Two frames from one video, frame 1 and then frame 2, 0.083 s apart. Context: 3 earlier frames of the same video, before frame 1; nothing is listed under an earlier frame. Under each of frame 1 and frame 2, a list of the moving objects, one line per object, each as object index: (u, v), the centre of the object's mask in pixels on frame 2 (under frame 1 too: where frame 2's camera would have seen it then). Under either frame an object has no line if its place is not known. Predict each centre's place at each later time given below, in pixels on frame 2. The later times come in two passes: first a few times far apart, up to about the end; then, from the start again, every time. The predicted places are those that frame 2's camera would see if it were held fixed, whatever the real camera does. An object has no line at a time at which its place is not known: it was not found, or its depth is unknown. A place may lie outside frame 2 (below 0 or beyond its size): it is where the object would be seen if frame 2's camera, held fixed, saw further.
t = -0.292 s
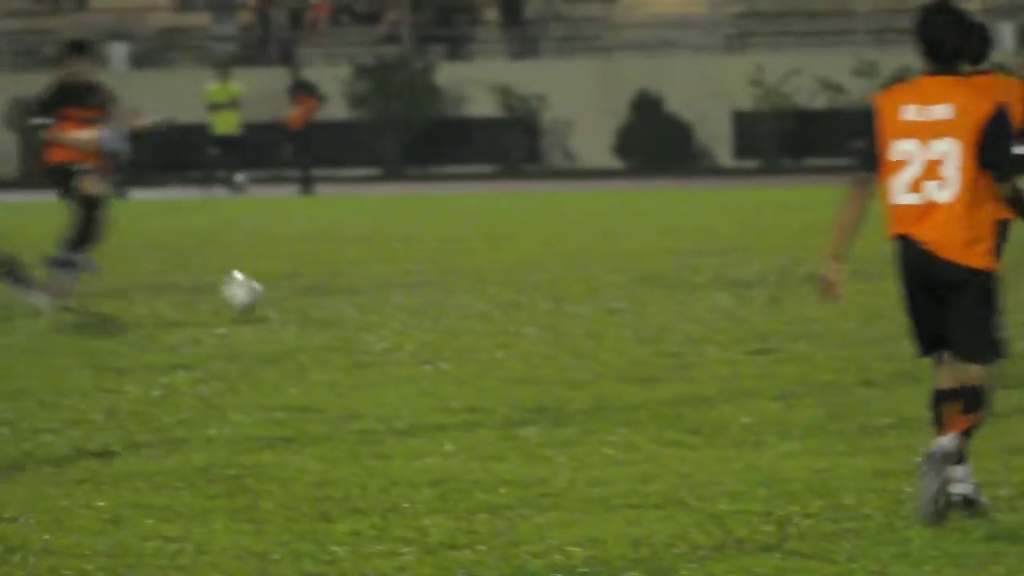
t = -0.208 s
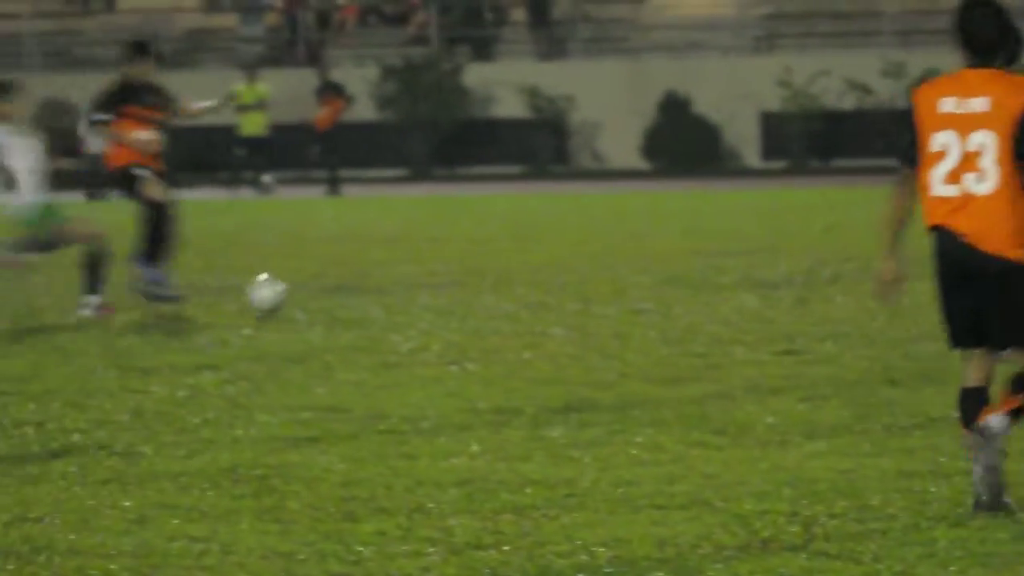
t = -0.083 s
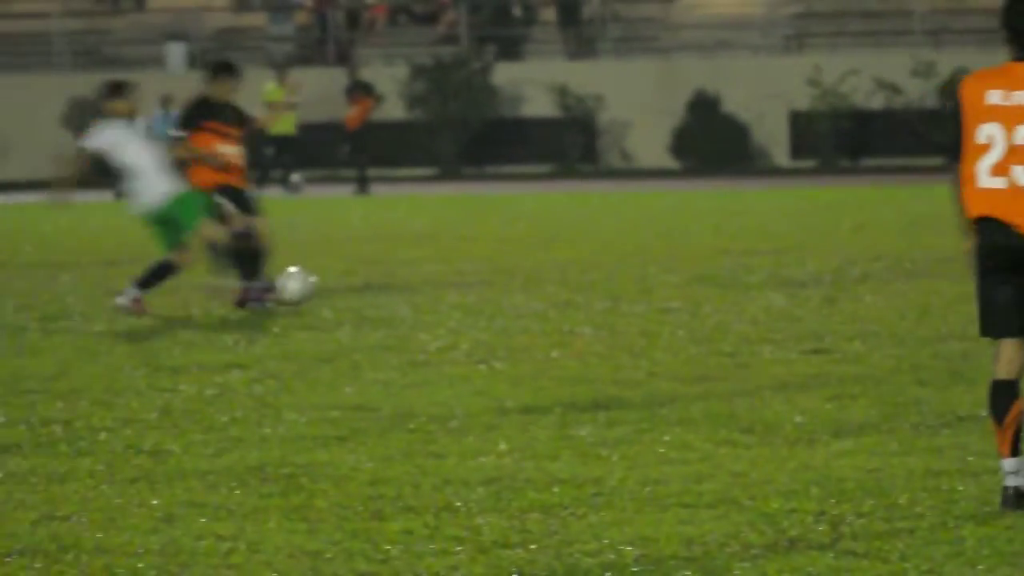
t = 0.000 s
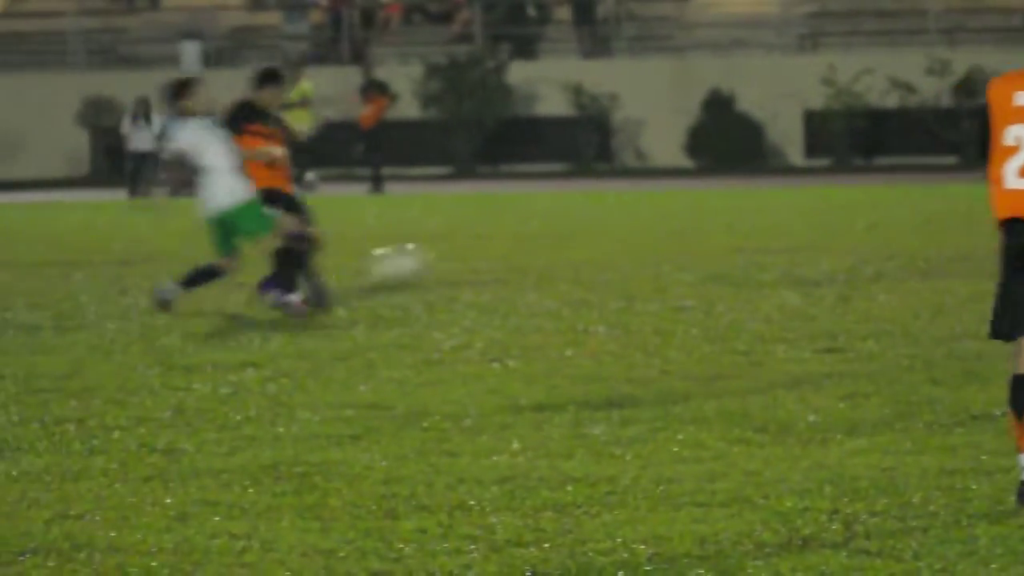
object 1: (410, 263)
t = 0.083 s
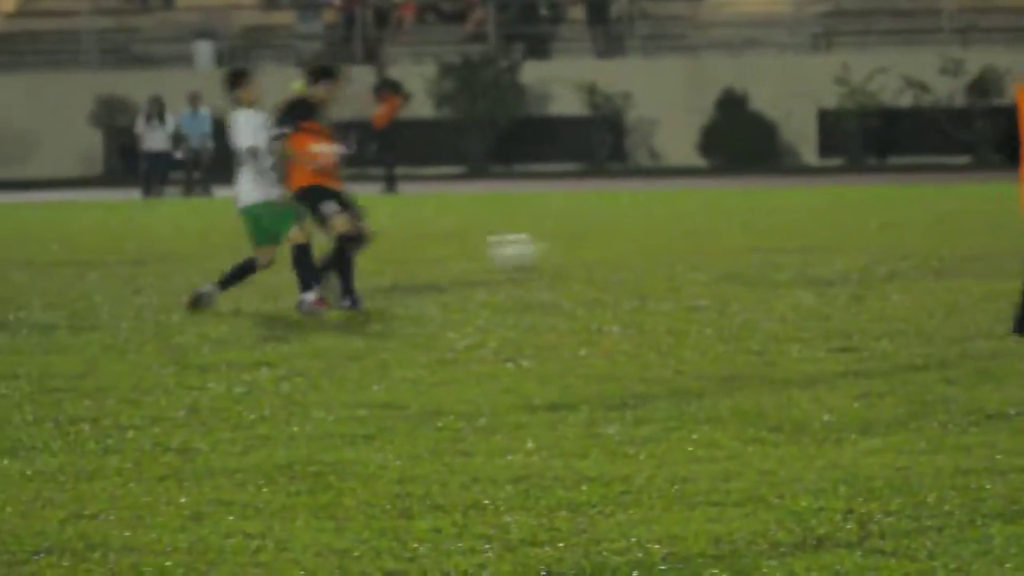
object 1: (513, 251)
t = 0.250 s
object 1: (720, 261)
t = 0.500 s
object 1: (973, 263)
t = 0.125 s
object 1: (566, 250)
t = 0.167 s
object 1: (617, 250)
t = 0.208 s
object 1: (668, 254)
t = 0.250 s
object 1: (720, 261)
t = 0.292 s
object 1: (769, 271)
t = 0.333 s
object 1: (817, 272)
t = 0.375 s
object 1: (854, 266)
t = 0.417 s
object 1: (892, 263)
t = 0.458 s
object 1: (933, 261)
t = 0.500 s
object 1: (973, 263)
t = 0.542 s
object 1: (1013, 267)
